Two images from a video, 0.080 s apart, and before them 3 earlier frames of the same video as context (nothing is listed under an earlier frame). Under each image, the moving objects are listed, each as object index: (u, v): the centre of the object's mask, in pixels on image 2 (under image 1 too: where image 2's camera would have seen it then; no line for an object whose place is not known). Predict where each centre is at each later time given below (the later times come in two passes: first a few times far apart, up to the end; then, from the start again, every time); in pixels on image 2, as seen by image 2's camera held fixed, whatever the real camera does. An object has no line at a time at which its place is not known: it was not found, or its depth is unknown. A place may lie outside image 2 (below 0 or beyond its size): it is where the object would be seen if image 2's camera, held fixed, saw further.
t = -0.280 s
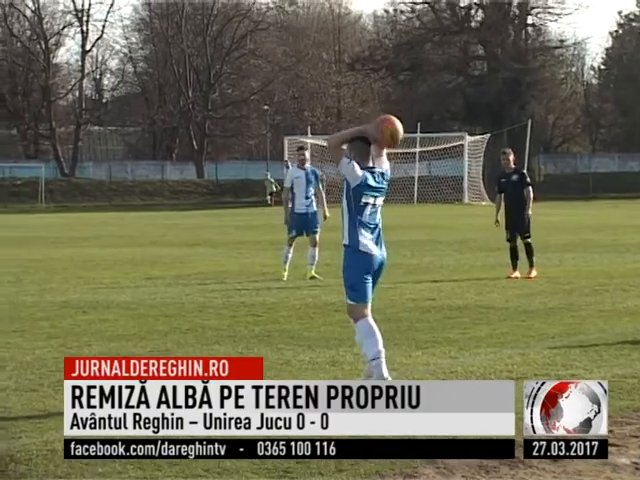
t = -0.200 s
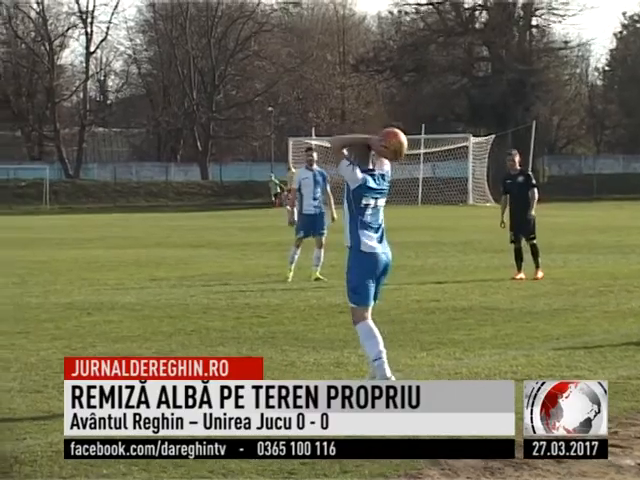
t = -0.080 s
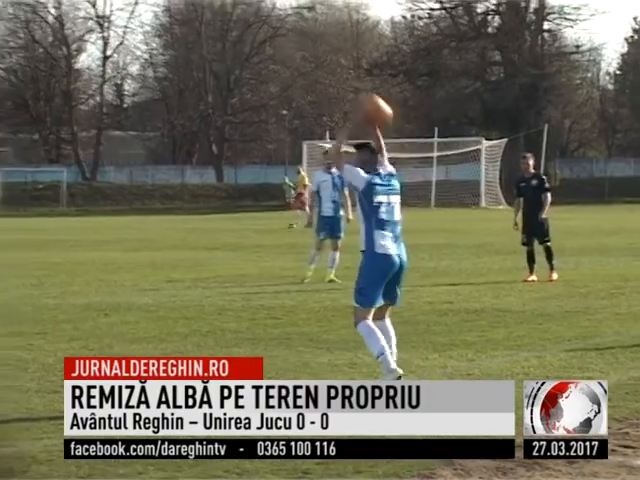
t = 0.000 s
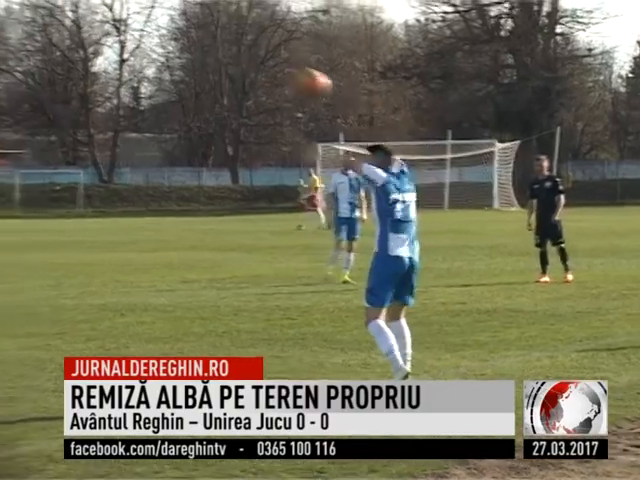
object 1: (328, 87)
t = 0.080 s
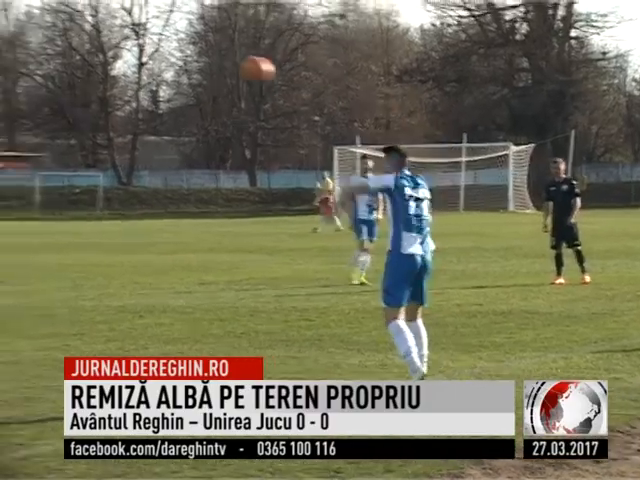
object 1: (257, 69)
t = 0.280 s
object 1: (97, 68)
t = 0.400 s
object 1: (15, 87)
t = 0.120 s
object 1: (224, 64)
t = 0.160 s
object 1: (190, 63)
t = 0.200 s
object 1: (159, 64)
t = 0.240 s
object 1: (127, 64)
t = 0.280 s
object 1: (97, 68)
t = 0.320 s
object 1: (73, 75)
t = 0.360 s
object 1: (45, 80)
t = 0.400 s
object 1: (15, 87)
